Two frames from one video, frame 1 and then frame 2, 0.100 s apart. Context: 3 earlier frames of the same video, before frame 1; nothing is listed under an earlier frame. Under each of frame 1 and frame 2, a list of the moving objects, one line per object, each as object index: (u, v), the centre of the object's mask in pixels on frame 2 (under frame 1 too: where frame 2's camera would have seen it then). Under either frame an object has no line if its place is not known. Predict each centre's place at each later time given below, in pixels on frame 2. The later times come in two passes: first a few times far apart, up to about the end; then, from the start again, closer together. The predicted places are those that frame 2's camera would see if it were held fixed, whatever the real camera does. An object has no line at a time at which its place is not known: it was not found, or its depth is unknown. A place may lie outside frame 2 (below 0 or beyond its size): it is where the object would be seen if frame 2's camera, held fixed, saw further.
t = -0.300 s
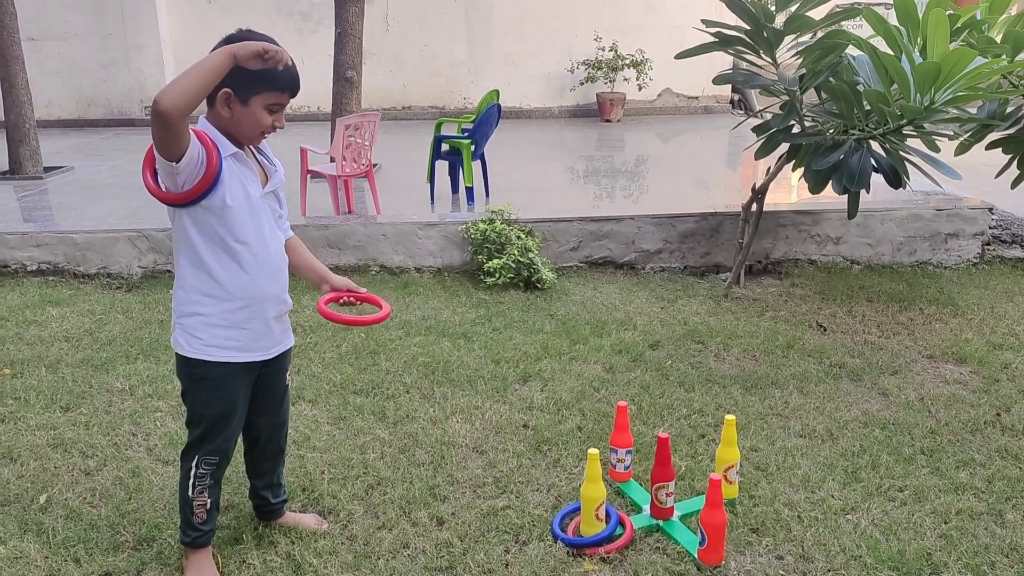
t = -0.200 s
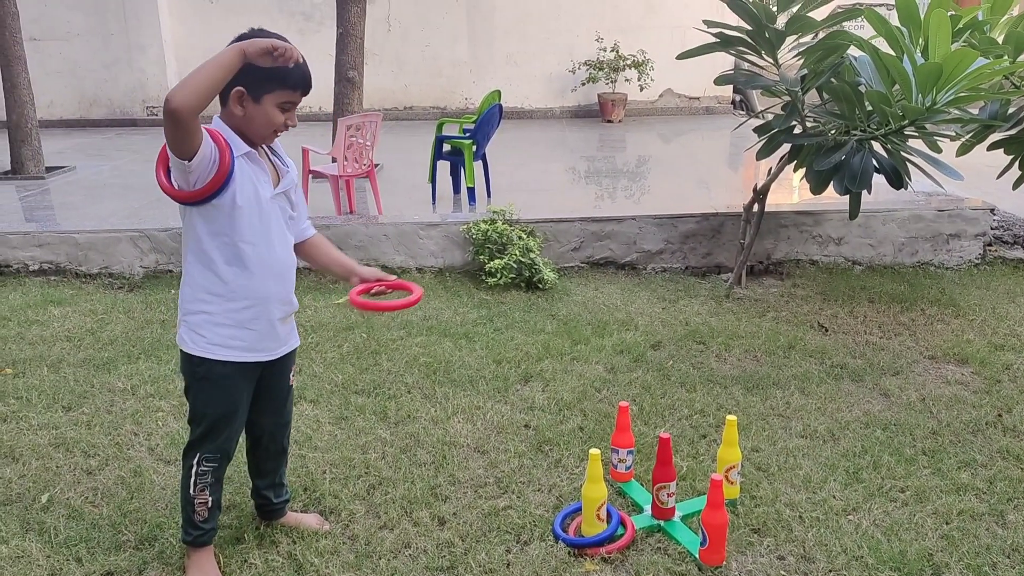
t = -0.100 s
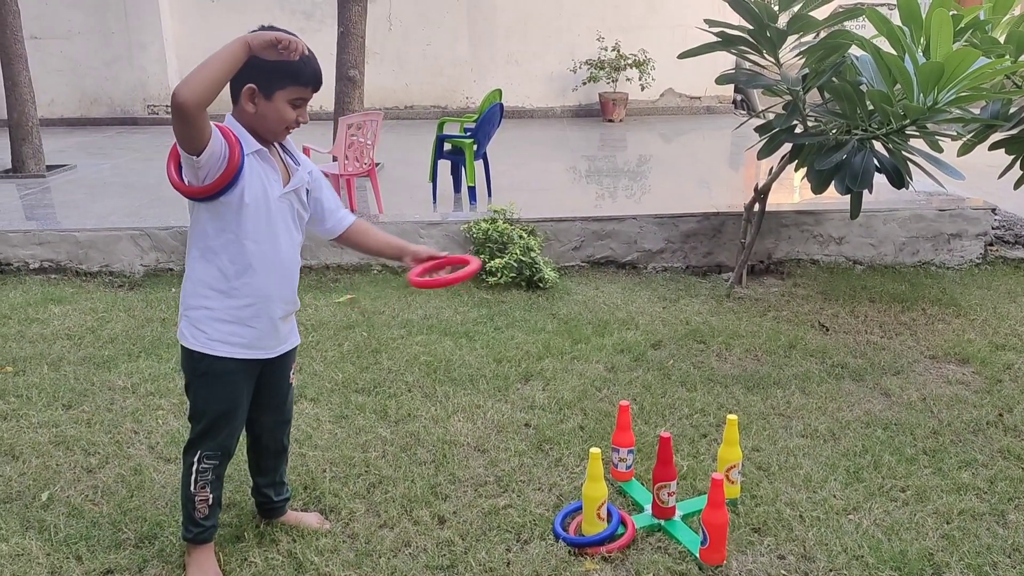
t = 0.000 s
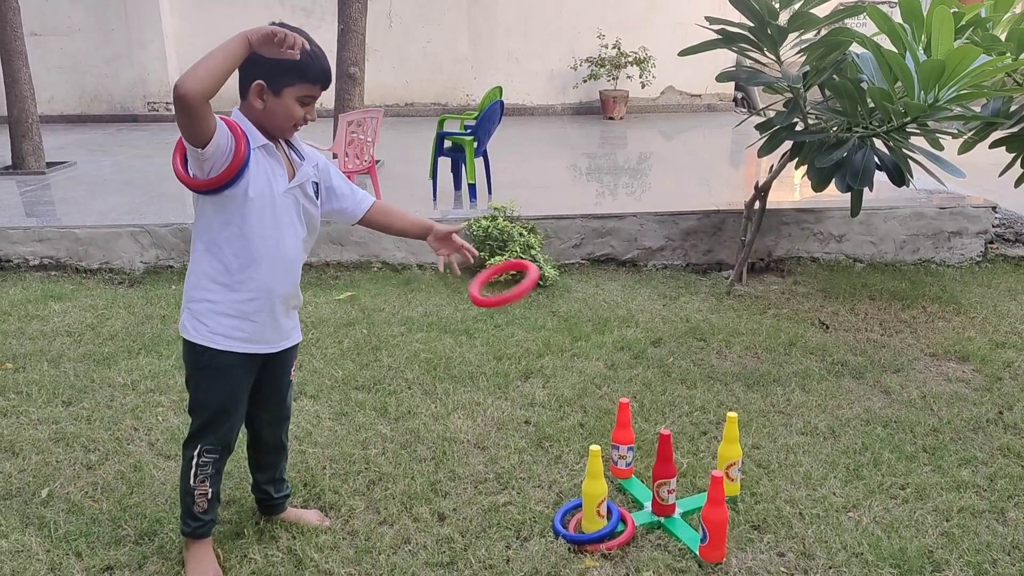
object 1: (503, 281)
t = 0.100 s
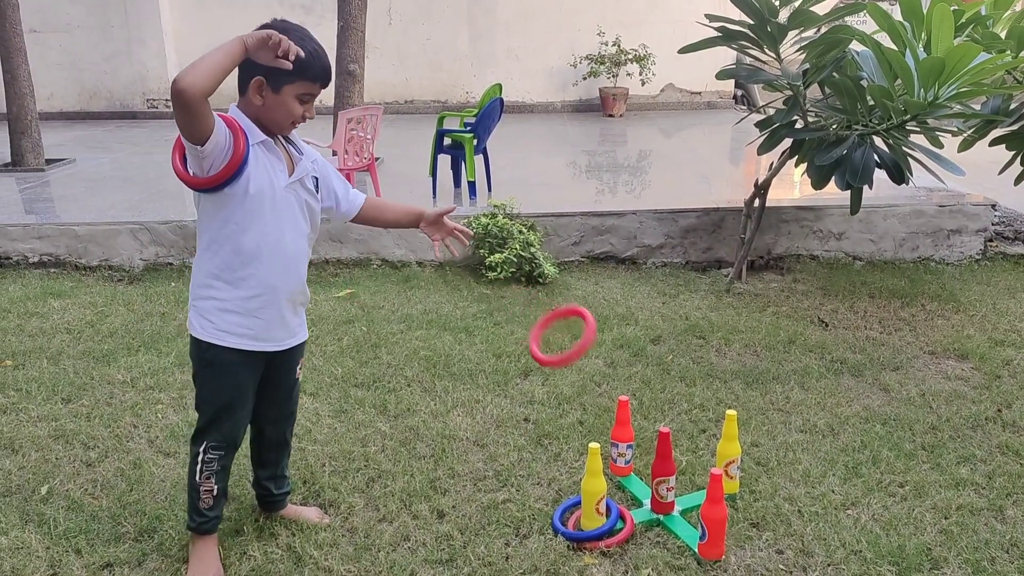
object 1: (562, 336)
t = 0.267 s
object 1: (650, 492)
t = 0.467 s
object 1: (676, 495)
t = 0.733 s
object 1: (667, 537)
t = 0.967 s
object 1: (660, 551)
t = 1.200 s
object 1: (661, 551)
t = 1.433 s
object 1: (660, 552)
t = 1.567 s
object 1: (660, 551)
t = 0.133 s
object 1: (581, 363)
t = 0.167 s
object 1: (583, 387)
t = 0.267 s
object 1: (650, 492)
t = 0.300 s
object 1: (666, 530)
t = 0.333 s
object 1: (671, 512)
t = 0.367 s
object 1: (675, 500)
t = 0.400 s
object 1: (676, 494)
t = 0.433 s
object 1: (676, 493)
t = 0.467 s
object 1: (676, 495)
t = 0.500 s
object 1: (675, 501)
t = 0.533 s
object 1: (675, 512)
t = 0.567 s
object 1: (674, 528)
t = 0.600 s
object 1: (673, 544)
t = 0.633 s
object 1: (665, 523)
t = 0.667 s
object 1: (671, 545)
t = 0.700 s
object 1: (669, 547)
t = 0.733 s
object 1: (667, 537)
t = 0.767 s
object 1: (659, 550)
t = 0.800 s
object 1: (661, 552)
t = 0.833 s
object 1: (662, 551)
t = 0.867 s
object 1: (660, 550)
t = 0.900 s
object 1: (661, 551)
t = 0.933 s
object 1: (662, 552)
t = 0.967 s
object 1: (660, 551)
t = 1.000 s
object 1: (659, 551)
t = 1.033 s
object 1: (659, 551)
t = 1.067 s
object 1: (661, 551)
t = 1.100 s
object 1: (660, 551)
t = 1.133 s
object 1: (661, 551)
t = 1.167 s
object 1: (661, 551)
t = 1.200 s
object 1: (661, 551)
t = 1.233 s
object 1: (660, 551)
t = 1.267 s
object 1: (659, 552)
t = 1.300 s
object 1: (659, 551)
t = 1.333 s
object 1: (660, 551)
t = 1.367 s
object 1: (660, 551)
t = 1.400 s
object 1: (660, 551)
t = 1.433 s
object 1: (660, 552)
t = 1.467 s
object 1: (661, 552)
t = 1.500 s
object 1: (660, 551)
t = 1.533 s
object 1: (660, 551)
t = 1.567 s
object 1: (660, 551)
